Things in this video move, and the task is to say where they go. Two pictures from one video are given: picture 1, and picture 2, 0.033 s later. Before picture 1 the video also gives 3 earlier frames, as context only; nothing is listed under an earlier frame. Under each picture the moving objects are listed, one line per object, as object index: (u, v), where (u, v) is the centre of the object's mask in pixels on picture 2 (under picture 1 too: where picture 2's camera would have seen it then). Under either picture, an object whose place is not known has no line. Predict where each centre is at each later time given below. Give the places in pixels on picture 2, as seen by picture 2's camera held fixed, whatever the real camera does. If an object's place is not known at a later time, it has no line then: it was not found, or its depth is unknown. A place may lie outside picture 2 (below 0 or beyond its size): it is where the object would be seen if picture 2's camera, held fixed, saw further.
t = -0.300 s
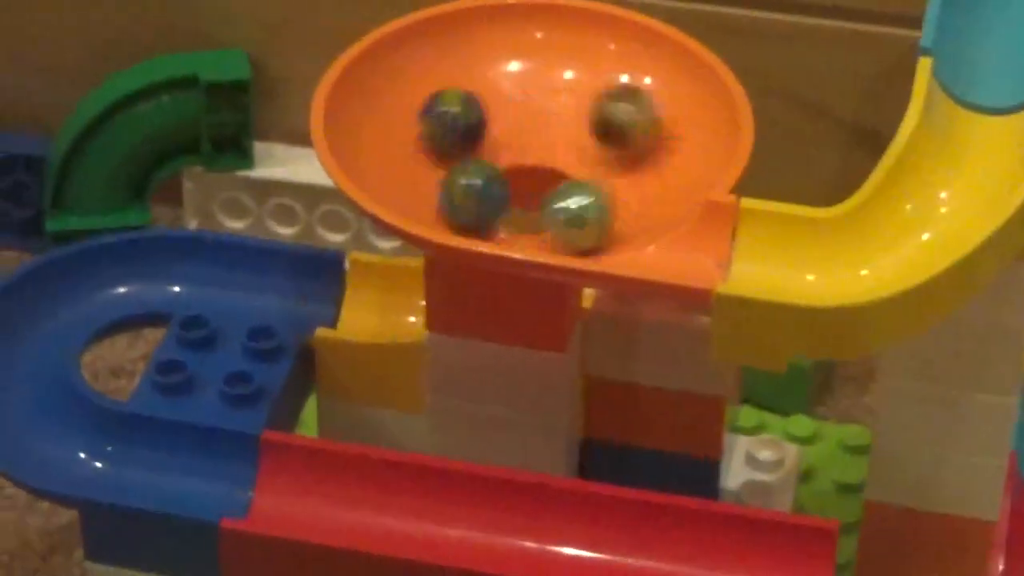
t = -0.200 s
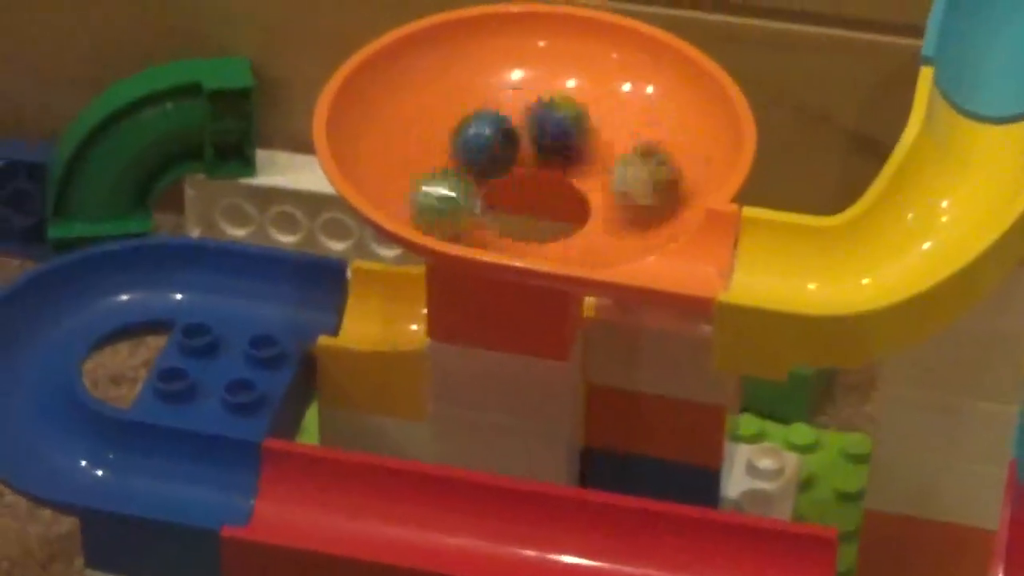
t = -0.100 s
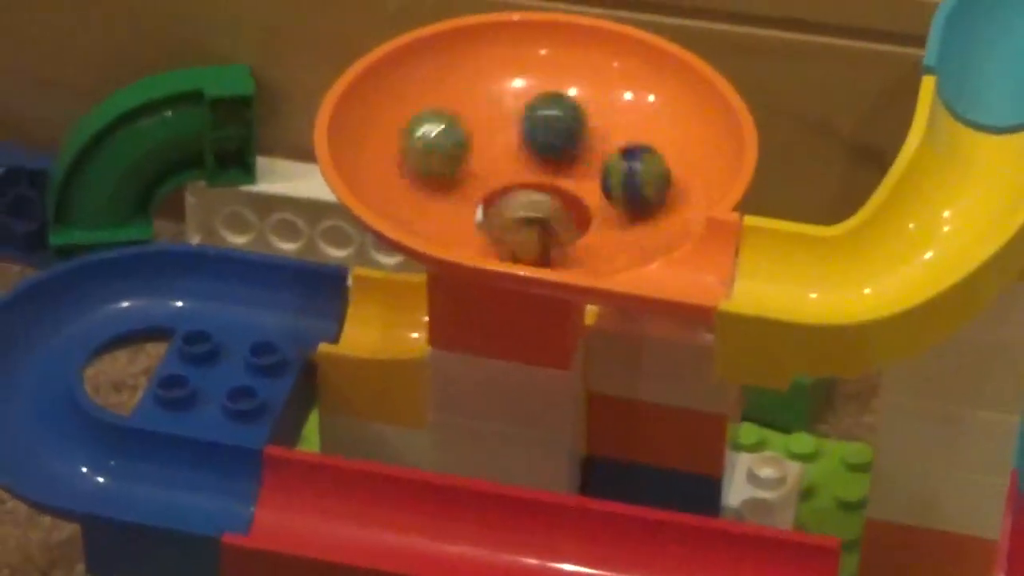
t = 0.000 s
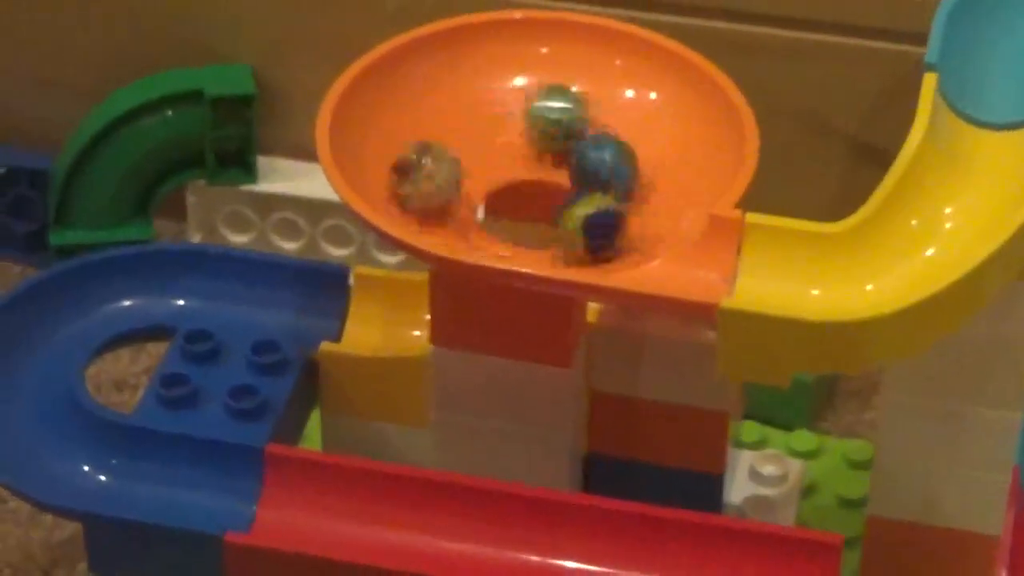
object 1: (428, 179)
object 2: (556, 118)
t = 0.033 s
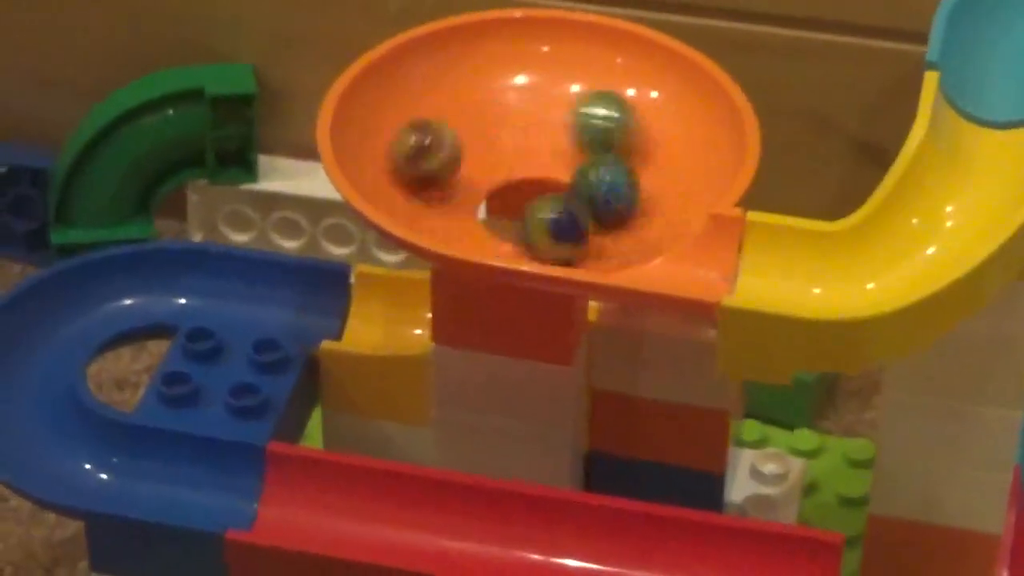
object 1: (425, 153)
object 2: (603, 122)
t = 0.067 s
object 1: (438, 140)
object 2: (638, 142)
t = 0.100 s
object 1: (467, 130)
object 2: (655, 163)
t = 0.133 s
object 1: (508, 131)
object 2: (653, 187)
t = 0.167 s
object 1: (551, 137)
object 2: (637, 208)
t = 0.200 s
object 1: (596, 147)
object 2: (600, 226)
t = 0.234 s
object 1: (630, 158)
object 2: (555, 231)
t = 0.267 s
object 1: (649, 170)
